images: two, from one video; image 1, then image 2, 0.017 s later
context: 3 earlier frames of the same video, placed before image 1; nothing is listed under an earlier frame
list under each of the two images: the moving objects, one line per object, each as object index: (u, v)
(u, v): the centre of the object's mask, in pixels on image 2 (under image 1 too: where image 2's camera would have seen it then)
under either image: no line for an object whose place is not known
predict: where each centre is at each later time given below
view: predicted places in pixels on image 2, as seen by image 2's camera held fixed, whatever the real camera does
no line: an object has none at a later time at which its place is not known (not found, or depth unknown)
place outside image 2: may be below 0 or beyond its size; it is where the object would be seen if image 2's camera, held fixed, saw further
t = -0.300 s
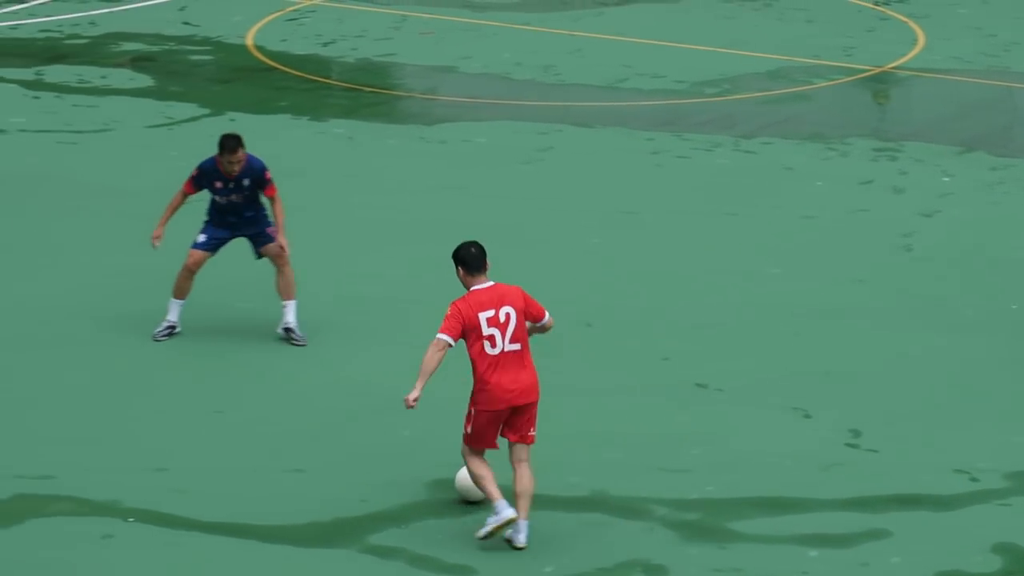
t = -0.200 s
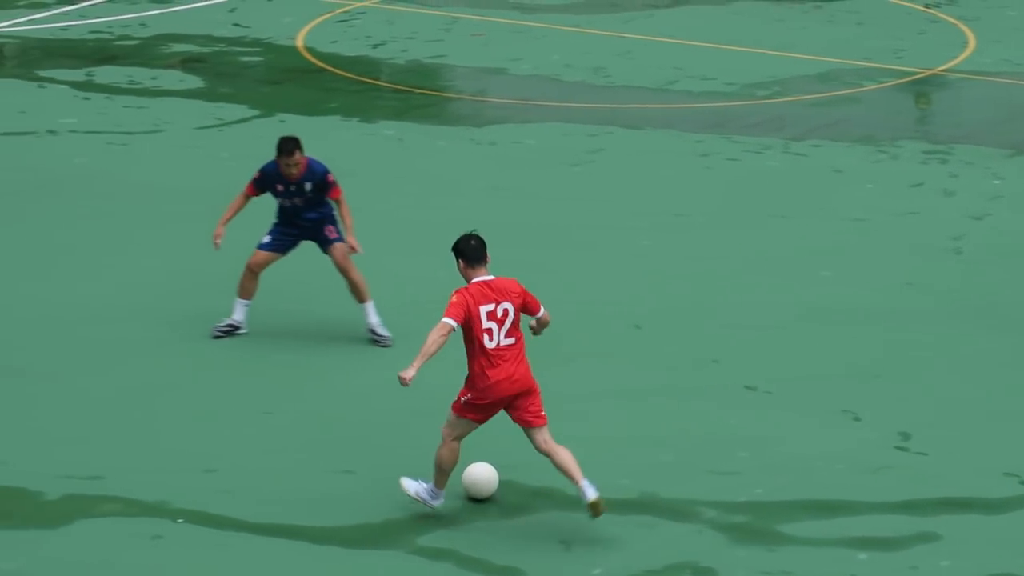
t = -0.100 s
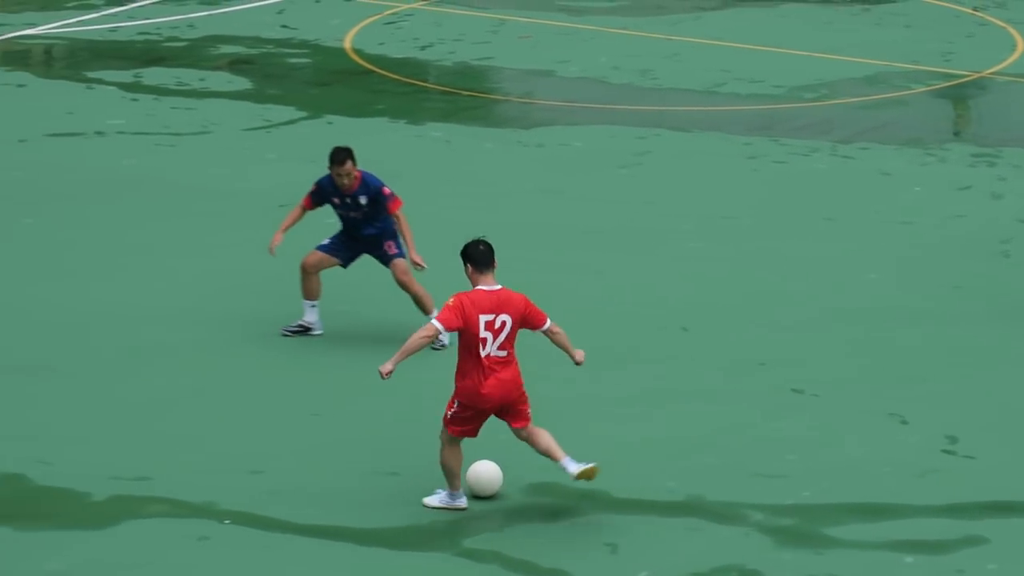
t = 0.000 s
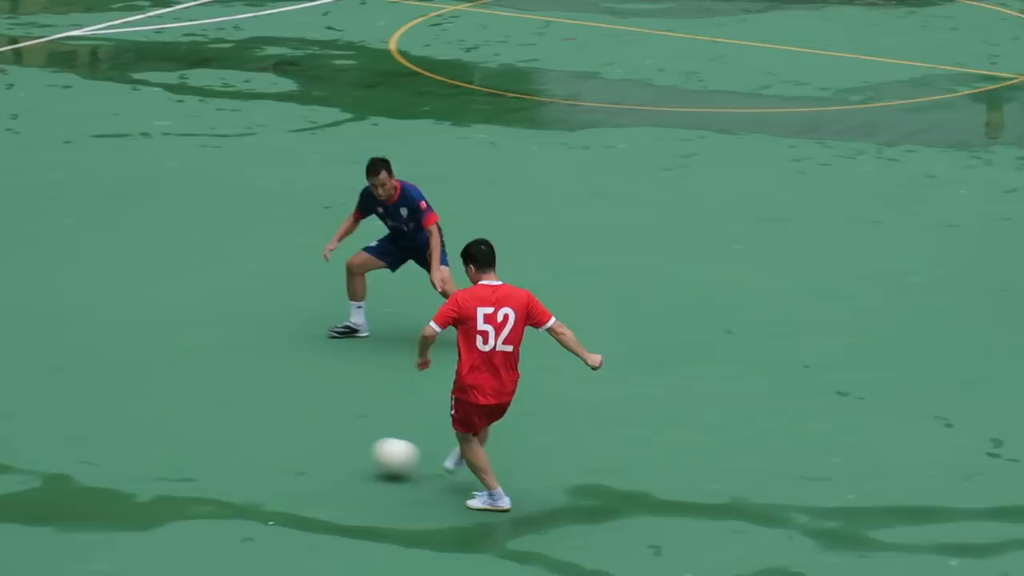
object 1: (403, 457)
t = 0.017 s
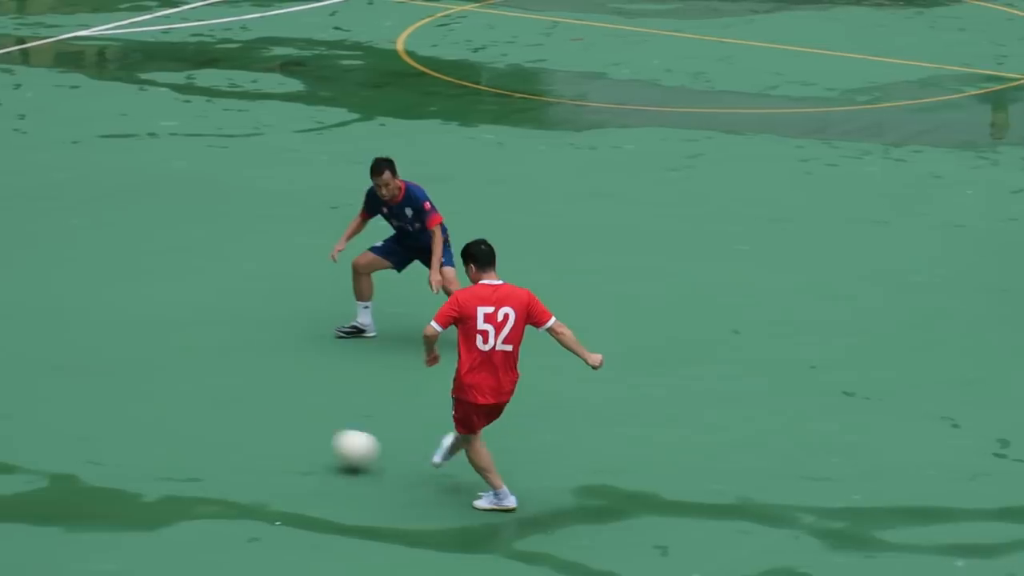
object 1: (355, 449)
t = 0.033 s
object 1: (308, 441)
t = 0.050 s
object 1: (262, 434)
